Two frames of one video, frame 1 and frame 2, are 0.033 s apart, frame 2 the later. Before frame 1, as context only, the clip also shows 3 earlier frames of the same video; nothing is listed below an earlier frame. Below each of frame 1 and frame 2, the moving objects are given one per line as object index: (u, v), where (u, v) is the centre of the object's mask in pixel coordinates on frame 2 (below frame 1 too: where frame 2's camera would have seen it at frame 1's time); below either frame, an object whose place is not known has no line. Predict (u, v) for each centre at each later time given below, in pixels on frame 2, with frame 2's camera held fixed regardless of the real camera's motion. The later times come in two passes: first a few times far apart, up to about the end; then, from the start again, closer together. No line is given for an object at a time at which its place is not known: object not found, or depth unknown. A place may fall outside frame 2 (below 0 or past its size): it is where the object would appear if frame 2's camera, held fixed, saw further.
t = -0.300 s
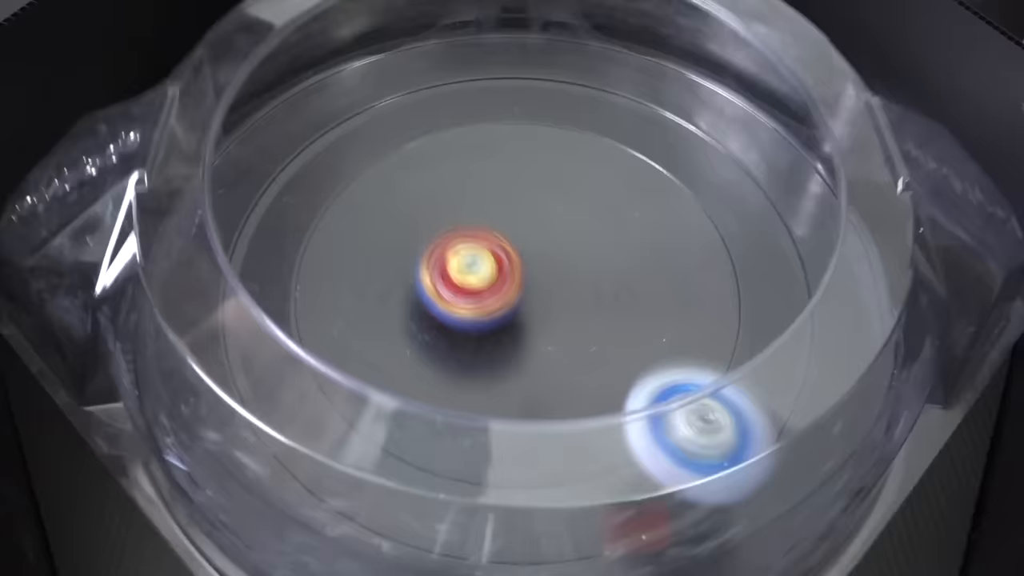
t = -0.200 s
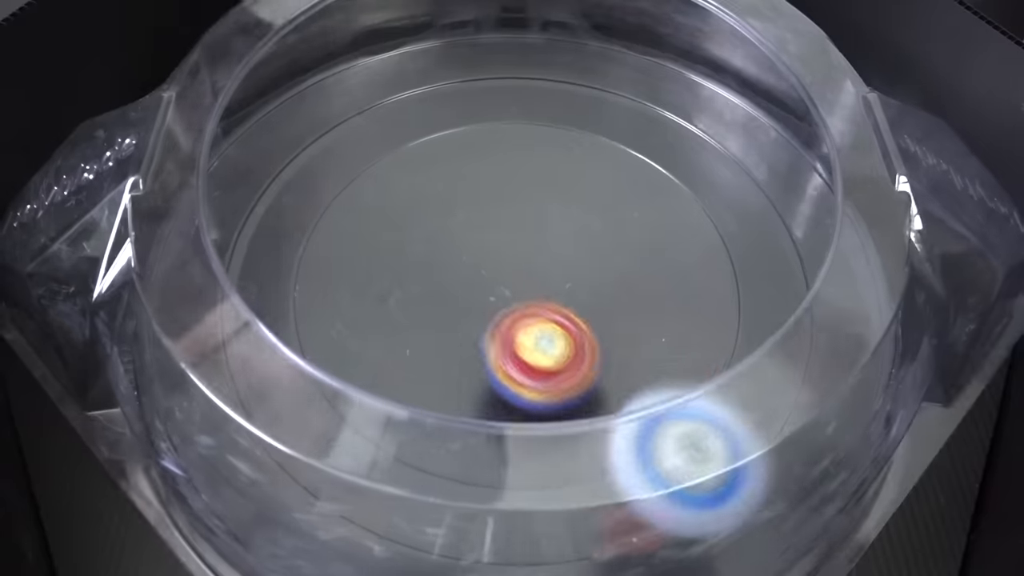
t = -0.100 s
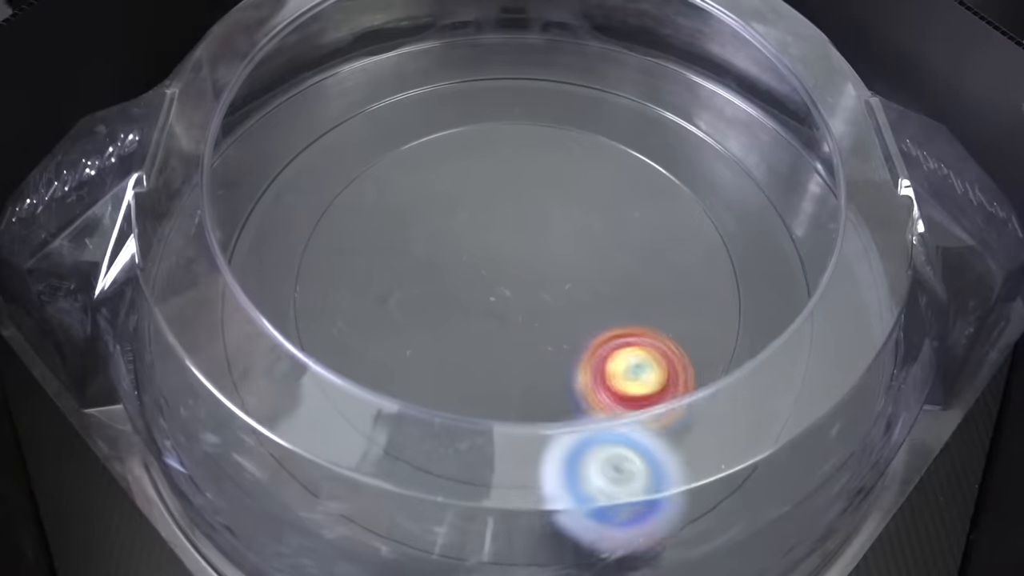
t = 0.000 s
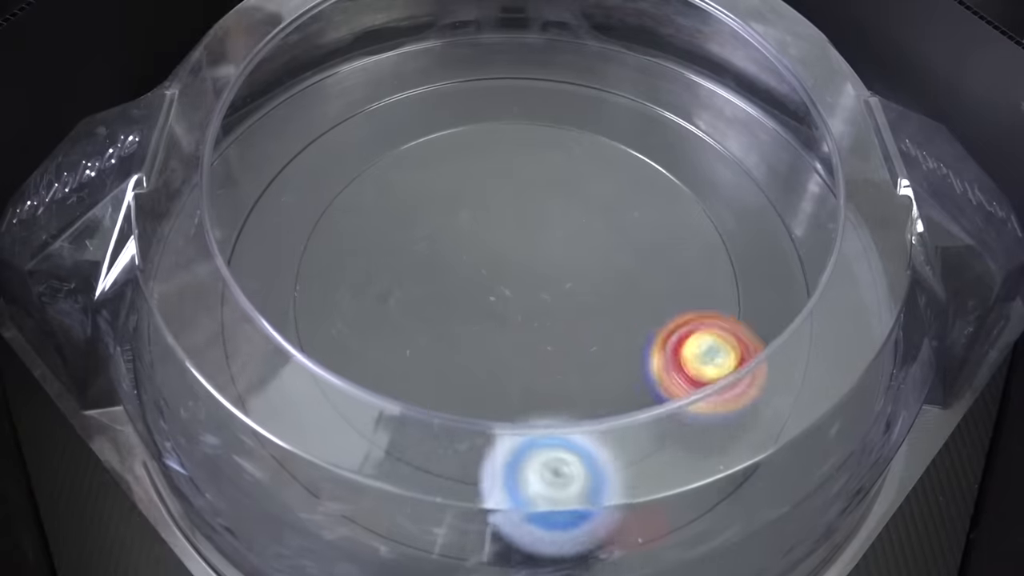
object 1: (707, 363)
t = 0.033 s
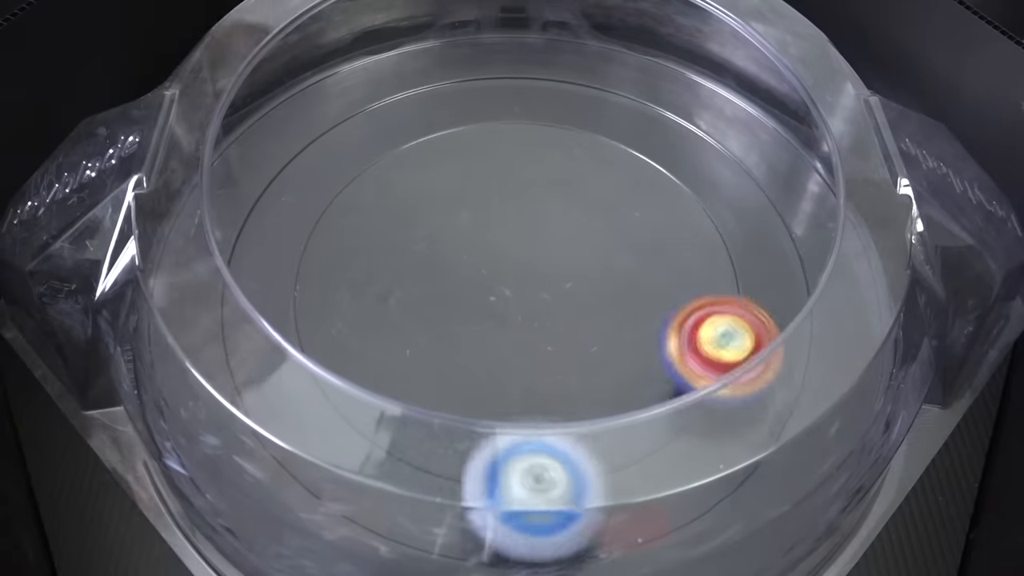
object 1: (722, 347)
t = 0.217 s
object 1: (704, 223)
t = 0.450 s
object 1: (479, 119)
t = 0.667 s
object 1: (305, 296)
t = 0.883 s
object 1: (249, 213)
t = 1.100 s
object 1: (458, 58)
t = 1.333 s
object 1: (640, 86)
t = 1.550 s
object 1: (667, 97)
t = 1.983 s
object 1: (521, 278)
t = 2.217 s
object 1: (485, 419)
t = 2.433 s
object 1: (643, 368)
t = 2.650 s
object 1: (700, 198)
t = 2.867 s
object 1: (502, 123)
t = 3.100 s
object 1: (333, 308)
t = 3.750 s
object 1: (790, 469)
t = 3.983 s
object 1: (677, 375)
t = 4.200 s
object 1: (544, 242)
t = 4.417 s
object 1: (369, 242)
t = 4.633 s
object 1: (372, 415)
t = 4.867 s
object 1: (642, 374)
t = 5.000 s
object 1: (669, 285)
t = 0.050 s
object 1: (727, 339)
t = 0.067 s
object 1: (728, 325)
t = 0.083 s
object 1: (731, 316)
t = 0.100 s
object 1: (734, 308)
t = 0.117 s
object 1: (735, 298)
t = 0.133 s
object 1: (734, 286)
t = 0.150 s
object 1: (730, 274)
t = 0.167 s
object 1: (726, 261)
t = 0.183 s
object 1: (720, 248)
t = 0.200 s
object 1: (712, 236)
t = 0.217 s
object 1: (704, 223)
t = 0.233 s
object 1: (695, 211)
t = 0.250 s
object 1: (684, 199)
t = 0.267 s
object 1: (671, 186)
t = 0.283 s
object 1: (659, 175)
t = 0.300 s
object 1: (645, 163)
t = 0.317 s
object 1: (629, 152)
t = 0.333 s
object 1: (613, 143)
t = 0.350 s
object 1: (595, 135)
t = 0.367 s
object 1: (577, 128)
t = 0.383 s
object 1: (558, 123)
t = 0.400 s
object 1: (538, 119)
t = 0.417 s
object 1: (519, 118)
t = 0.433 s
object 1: (499, 117)
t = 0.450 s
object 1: (479, 119)
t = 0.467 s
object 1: (459, 123)
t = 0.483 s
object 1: (439, 128)
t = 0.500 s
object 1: (420, 136)
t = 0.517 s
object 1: (403, 145)
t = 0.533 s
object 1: (384, 157)
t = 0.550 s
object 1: (368, 169)
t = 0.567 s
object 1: (353, 184)
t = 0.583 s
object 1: (338, 201)
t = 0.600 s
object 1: (325, 219)
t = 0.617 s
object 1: (314, 239)
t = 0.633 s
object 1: (306, 260)
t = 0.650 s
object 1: (303, 279)
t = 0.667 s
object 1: (305, 296)
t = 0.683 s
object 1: (300, 323)
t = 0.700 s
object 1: (303, 349)
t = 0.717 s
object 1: (310, 379)
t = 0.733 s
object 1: (320, 411)
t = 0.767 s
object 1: (260, 415)
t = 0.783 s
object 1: (201, 384)
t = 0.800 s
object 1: (184, 350)
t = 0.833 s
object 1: (208, 289)
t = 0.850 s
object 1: (217, 259)
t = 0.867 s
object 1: (229, 237)
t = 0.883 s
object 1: (249, 213)
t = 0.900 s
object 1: (255, 194)
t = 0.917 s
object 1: (266, 176)
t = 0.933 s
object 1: (281, 155)
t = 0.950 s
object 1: (296, 135)
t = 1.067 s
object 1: (423, 65)
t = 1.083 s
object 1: (441, 61)
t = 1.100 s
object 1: (458, 58)
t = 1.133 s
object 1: (493, 59)
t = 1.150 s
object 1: (511, 61)
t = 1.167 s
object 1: (527, 62)
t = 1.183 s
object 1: (542, 62)
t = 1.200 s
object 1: (557, 63)
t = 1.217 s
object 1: (570, 65)
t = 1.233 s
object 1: (582, 66)
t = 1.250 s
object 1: (594, 68)
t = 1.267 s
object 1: (604, 71)
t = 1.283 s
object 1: (615, 74)
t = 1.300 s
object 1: (623, 78)
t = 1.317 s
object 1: (633, 82)
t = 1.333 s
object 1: (640, 86)
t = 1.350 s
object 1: (647, 88)
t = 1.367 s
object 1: (653, 92)
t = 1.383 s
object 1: (658, 94)
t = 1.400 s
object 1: (662, 96)
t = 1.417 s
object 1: (666, 97)
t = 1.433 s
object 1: (669, 98)
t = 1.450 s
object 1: (671, 99)
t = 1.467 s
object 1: (672, 100)
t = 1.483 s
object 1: (673, 100)
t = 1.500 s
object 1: (673, 99)
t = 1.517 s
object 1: (672, 99)
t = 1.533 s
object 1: (670, 98)
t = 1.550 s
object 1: (667, 97)
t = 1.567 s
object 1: (664, 96)
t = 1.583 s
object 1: (661, 95)
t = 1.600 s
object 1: (657, 93)
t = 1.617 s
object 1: (653, 91)
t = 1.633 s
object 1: (648, 88)
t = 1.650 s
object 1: (642, 86)
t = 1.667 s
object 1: (636, 84)
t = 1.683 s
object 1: (629, 81)
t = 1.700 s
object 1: (622, 79)
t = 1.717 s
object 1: (620, 70)
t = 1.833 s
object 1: (604, 116)
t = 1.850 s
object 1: (597, 133)
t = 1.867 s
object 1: (590, 150)
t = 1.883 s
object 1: (582, 167)
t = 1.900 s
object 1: (573, 184)
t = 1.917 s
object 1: (564, 204)
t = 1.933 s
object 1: (553, 225)
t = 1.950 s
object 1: (542, 243)
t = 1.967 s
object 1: (532, 261)
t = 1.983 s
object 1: (521, 278)
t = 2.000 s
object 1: (511, 293)
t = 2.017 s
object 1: (501, 311)
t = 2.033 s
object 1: (493, 325)
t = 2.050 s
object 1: (485, 339)
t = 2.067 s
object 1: (479, 352)
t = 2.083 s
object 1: (473, 362)
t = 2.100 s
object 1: (471, 370)
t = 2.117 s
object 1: (470, 376)
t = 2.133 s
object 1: (467, 392)
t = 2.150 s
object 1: (467, 401)
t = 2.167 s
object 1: (469, 406)
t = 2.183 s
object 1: (473, 413)
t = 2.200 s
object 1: (478, 418)
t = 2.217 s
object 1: (485, 419)
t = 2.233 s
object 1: (493, 426)
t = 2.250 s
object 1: (503, 422)
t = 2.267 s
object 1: (512, 428)
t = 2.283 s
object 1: (524, 428)
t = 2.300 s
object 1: (535, 423)
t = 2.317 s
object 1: (549, 422)
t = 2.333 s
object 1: (562, 419)
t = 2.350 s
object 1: (576, 413)
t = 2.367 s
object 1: (590, 406)
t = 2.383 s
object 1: (603, 398)
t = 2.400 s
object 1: (616, 380)
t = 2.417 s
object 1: (630, 374)
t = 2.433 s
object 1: (643, 368)
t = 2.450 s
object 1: (657, 360)
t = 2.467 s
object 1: (668, 351)
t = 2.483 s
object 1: (680, 340)
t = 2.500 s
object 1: (690, 328)
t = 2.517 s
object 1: (698, 314)
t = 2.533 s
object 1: (704, 299)
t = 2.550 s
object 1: (709, 284)
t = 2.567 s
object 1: (712, 269)
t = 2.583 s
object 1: (713, 254)
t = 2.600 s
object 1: (712, 238)
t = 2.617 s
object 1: (710, 224)
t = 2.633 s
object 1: (707, 211)
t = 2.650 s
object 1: (700, 198)
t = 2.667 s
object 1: (693, 185)
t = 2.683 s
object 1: (682, 172)
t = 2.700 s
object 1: (670, 162)
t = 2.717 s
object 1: (657, 151)
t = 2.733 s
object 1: (643, 143)
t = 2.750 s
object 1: (628, 136)
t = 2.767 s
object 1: (612, 130)
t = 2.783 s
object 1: (595, 126)
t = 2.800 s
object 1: (577, 122)
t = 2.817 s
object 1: (560, 121)
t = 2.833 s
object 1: (541, 120)
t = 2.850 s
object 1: (521, 121)
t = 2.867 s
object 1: (502, 123)
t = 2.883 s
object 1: (482, 127)
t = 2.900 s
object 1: (464, 133)
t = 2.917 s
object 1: (444, 141)
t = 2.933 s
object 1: (426, 150)
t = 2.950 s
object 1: (411, 160)
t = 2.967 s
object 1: (395, 173)
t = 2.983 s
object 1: (382, 186)
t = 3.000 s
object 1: (370, 199)
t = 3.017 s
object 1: (359, 215)
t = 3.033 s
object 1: (349, 232)
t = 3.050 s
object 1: (341, 251)
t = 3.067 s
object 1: (336, 269)
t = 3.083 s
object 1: (333, 288)
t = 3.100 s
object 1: (333, 308)
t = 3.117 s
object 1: (338, 322)
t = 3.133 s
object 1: (339, 344)
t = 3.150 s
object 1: (348, 363)
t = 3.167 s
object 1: (357, 381)
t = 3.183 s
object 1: (369, 401)
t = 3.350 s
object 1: (552, 532)
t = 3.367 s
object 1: (569, 532)
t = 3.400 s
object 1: (607, 534)
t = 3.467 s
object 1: (675, 541)
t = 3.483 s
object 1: (684, 534)
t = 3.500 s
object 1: (693, 530)
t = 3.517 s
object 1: (703, 525)
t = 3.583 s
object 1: (737, 500)
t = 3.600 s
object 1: (744, 493)
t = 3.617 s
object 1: (750, 487)
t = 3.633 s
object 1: (757, 479)
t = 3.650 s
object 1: (762, 470)
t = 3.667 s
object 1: (766, 463)
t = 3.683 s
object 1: (772, 457)
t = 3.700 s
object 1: (779, 459)
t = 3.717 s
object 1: (789, 470)
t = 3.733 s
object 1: (794, 475)
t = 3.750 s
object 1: (790, 469)
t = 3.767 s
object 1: (783, 462)
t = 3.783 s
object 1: (777, 455)
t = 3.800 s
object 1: (770, 448)
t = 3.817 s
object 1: (766, 445)
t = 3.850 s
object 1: (750, 434)
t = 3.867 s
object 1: (742, 426)
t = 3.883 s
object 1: (732, 418)
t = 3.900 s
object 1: (724, 410)
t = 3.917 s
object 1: (715, 404)
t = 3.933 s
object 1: (706, 395)
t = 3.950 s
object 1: (697, 388)
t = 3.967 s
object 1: (687, 384)
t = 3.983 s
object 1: (677, 375)
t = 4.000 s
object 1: (662, 362)
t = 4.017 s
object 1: (655, 358)
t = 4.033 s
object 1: (647, 353)
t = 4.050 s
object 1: (639, 346)
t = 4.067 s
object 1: (631, 335)
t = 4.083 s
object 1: (620, 324)
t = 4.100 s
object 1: (611, 312)
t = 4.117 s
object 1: (603, 301)
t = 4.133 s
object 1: (594, 288)
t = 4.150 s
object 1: (582, 275)
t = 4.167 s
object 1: (570, 263)
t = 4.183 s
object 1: (558, 252)
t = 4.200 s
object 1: (544, 242)
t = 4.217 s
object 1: (529, 233)
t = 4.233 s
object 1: (514, 226)
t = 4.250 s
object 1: (500, 220)
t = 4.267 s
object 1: (485, 216)
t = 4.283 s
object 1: (470, 213)
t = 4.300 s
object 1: (456, 213)
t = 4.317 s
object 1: (442, 213)
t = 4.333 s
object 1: (429, 215)
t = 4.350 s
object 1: (416, 217)
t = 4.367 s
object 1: (403, 222)
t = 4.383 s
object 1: (391, 228)
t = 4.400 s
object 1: (380, 234)
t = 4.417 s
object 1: (369, 242)
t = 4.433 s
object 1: (359, 252)
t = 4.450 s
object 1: (351, 262)
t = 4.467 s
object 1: (342, 275)
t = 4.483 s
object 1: (335, 288)
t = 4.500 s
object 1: (331, 302)
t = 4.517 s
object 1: (331, 313)
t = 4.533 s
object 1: (333, 324)
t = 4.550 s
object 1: (336, 333)
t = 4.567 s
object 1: (343, 344)
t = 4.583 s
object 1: (338, 369)
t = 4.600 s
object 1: (344, 384)
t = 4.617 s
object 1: (356, 401)
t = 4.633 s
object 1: (372, 415)
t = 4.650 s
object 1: (392, 425)
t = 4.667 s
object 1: (414, 434)
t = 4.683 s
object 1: (437, 442)
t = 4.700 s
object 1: (455, 446)
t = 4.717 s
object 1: (481, 448)
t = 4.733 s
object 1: (504, 447)
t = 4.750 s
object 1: (526, 448)
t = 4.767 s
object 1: (548, 441)
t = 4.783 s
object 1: (568, 432)
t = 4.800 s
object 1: (587, 423)
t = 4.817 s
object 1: (605, 415)
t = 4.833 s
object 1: (620, 402)
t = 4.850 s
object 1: (632, 389)
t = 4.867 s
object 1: (642, 374)
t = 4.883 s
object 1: (652, 361)
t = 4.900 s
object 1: (661, 350)
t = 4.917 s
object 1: (669, 336)
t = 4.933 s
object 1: (670, 317)
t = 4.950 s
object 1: (671, 301)
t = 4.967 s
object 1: (669, 287)
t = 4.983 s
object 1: (669, 284)
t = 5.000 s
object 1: (669, 285)
